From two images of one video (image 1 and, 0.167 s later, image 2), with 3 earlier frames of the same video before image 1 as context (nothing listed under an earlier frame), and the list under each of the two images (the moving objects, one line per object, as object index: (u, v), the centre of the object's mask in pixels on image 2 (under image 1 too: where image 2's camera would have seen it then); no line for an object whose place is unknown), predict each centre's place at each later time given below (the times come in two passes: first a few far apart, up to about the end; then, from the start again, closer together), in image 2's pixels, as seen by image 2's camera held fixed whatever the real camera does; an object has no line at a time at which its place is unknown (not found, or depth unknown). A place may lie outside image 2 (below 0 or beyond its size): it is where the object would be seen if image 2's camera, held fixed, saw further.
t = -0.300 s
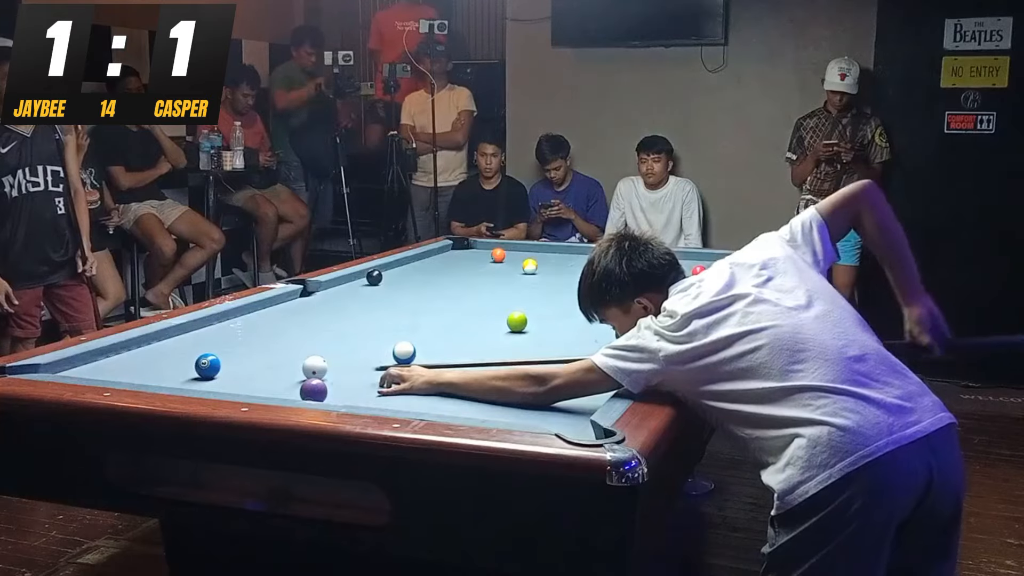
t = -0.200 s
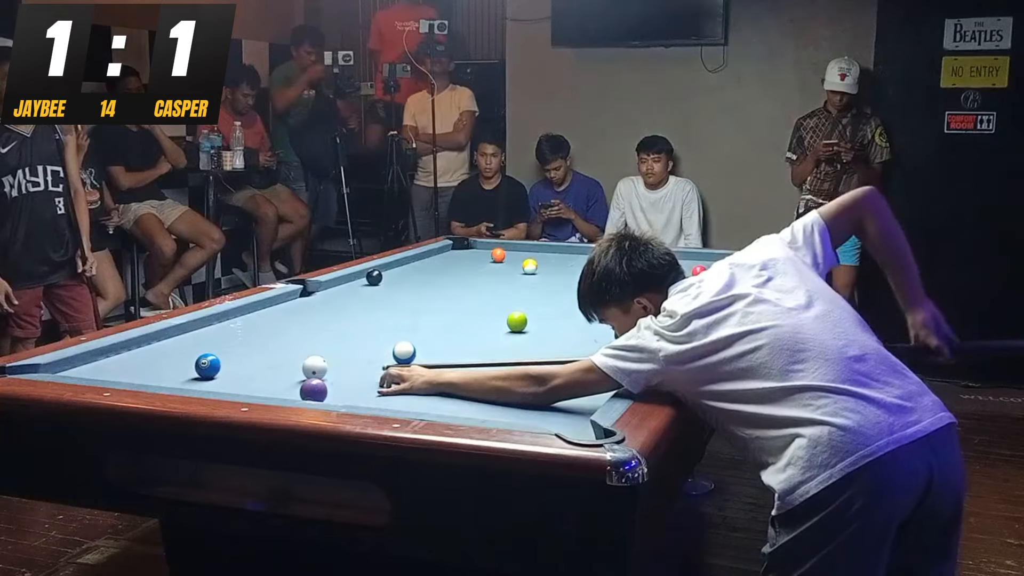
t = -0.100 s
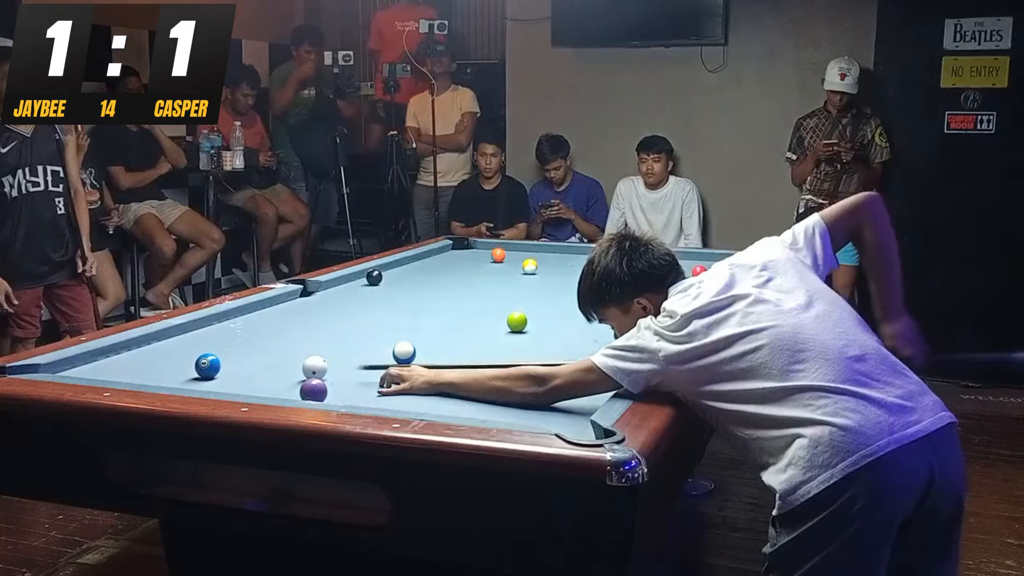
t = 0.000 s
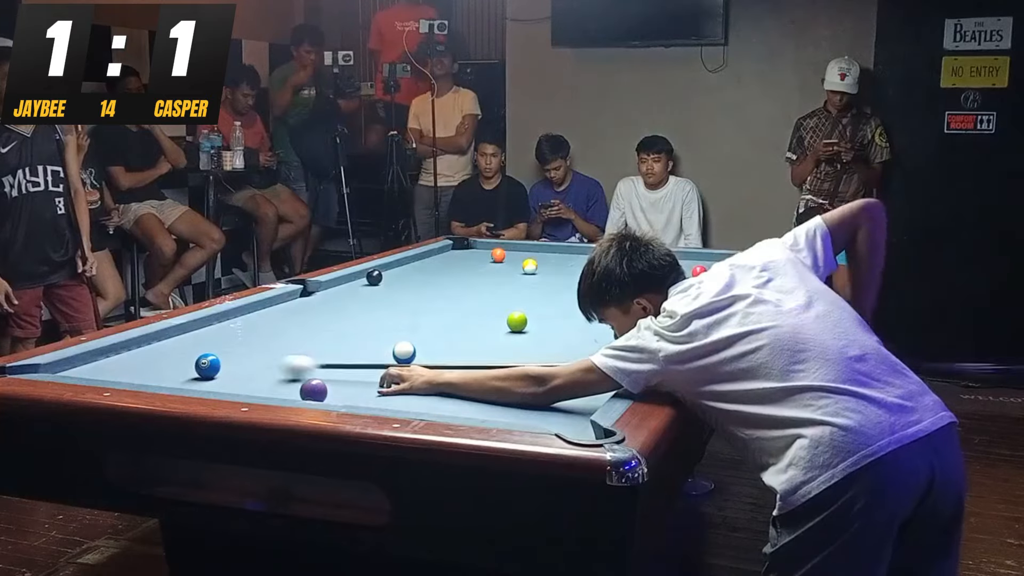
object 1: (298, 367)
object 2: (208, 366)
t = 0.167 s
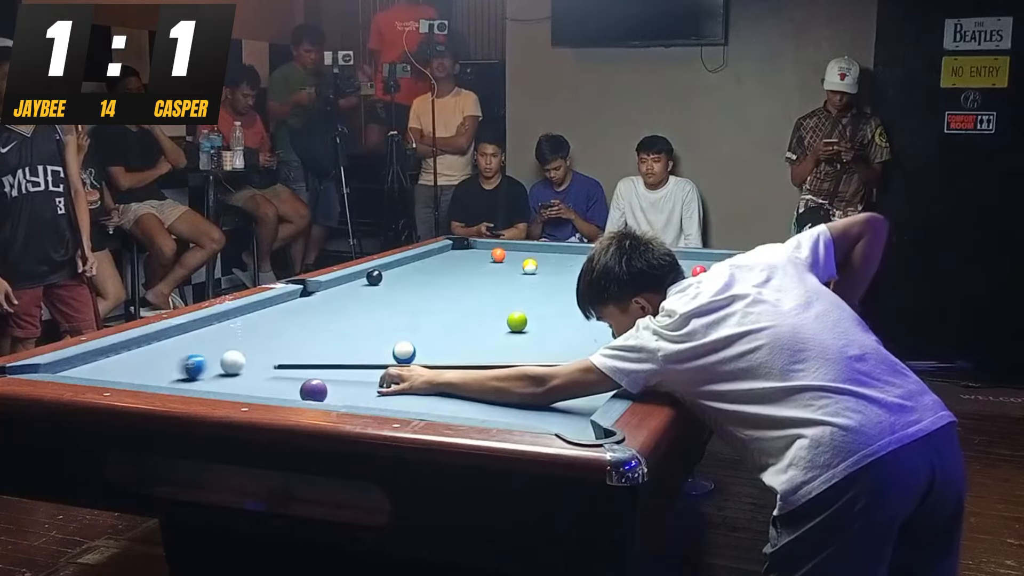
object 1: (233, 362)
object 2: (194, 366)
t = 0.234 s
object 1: (227, 359)
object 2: (173, 367)
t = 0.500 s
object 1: (203, 348)
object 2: (97, 370)
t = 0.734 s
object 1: (184, 340)
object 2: (48, 368)
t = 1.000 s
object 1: (174, 333)
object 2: (35, 367)
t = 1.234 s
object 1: (209, 329)
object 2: (36, 369)
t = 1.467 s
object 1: (241, 326)
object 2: (37, 369)
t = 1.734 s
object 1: (274, 323)
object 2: (38, 369)
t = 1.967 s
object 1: (300, 320)
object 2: (38, 369)
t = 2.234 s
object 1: (327, 318)
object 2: (39, 369)
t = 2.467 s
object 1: (347, 316)
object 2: (39, 369)
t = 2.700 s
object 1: (365, 314)
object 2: (39, 369)
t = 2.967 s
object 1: (383, 313)
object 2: (38, 369)
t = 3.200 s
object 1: (397, 312)
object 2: (38, 369)
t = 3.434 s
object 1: (409, 310)
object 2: (39, 369)
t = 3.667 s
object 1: (419, 309)
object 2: (39, 369)
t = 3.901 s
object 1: (428, 308)
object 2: (38, 369)
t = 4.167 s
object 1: (435, 307)
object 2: (37, 369)
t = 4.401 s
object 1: (440, 307)
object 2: (38, 369)
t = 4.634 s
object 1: (443, 307)
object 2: (38, 369)
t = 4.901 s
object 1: (444, 307)
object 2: (38, 369)
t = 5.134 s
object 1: (444, 307)
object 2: (38, 369)
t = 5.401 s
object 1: (444, 307)
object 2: (38, 369)
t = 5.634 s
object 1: (444, 307)
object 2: (38, 369)
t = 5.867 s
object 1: (444, 307)
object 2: (38, 369)
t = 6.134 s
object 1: (444, 307)
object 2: (38, 369)
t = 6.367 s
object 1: (444, 307)
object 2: (38, 369)
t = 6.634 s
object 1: (444, 307)
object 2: (38, 369)
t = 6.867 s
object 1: (444, 307)
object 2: (38, 369)
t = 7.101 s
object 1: (444, 307)
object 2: (38, 369)
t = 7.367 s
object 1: (444, 307)
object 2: (38, 369)
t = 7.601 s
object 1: (444, 307)
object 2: (38, 369)
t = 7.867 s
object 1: (444, 307)
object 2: (38, 369)
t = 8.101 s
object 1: (444, 307)
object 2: (38, 369)
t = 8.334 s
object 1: (444, 307)
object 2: (38, 369)
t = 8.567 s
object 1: (444, 306)
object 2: (36, 369)
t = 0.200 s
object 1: (230, 361)
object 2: (182, 367)
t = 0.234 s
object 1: (227, 359)
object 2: (173, 367)
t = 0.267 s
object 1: (224, 358)
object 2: (163, 368)
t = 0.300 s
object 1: (221, 356)
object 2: (154, 369)
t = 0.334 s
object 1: (218, 355)
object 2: (145, 370)
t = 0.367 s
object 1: (215, 353)
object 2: (135, 370)
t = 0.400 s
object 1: (211, 352)
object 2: (125, 370)
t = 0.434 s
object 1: (209, 351)
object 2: (116, 370)
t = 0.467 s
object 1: (206, 349)
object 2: (106, 370)
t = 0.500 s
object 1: (203, 348)
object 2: (97, 370)
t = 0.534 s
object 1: (200, 347)
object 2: (88, 370)
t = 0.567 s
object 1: (197, 346)
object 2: (79, 370)
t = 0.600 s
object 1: (195, 345)
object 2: (69, 370)
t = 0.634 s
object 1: (192, 344)
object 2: (60, 369)
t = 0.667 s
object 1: (189, 342)
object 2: (53, 369)
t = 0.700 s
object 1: (187, 341)
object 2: (49, 369)
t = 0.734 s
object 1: (184, 340)
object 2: (48, 368)
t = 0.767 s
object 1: (182, 339)
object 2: (45, 368)
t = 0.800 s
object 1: (179, 338)
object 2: (42, 367)
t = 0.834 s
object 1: (177, 337)
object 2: (39, 367)
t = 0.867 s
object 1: (175, 335)
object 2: (36, 367)
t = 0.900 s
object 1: (172, 335)
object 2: (35, 367)
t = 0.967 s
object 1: (170, 334)
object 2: (35, 367)
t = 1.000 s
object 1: (174, 333)
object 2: (35, 367)
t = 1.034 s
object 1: (179, 332)
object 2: (36, 367)
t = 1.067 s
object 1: (184, 331)
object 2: (36, 367)
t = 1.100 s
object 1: (189, 331)
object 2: (36, 368)
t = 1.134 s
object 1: (194, 331)
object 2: (36, 368)
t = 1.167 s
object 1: (199, 330)
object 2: (37, 368)
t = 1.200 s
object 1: (204, 330)
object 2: (37, 368)
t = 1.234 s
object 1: (209, 329)
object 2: (36, 369)
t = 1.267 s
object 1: (214, 329)
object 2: (37, 369)
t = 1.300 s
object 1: (218, 328)
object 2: (37, 369)
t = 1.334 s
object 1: (223, 328)
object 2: (37, 369)
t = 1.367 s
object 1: (227, 327)
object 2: (37, 369)
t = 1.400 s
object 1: (232, 327)
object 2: (37, 369)
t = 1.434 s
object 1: (237, 326)
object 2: (37, 369)
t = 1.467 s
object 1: (241, 326)
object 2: (37, 369)
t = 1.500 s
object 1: (245, 326)
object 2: (38, 369)
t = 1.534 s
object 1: (249, 325)
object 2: (38, 369)
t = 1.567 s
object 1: (254, 325)
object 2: (38, 369)
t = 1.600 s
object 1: (258, 325)
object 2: (38, 369)
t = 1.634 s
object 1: (262, 324)
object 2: (38, 369)
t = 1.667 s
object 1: (266, 324)
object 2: (38, 369)
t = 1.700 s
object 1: (270, 323)
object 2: (38, 369)
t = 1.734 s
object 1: (274, 323)
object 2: (38, 369)
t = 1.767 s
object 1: (278, 323)
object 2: (38, 369)
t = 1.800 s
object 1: (282, 322)
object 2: (38, 369)
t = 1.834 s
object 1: (286, 322)
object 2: (38, 369)
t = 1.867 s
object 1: (289, 321)
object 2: (38, 369)
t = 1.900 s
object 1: (293, 321)
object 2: (38, 369)
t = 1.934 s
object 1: (296, 320)
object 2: (38, 369)
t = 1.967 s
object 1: (300, 320)
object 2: (38, 369)
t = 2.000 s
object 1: (303, 320)
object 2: (38, 369)
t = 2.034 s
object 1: (307, 320)
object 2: (38, 369)
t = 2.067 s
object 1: (311, 319)
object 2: (38, 369)
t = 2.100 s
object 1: (314, 319)
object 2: (38, 369)
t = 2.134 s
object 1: (317, 319)
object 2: (38, 369)
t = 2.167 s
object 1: (320, 318)
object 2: (38, 369)
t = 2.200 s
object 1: (323, 318)
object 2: (38, 369)
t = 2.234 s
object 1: (327, 318)
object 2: (39, 369)
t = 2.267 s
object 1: (330, 317)
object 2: (38, 369)
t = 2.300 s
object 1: (333, 317)
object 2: (38, 369)
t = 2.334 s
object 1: (336, 317)
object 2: (39, 369)
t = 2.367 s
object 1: (338, 317)
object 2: (39, 369)
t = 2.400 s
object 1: (341, 317)
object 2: (38, 369)
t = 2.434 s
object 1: (344, 316)
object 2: (38, 369)
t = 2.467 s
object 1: (347, 316)
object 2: (39, 369)
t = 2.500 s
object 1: (350, 316)
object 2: (38, 369)
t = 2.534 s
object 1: (352, 316)
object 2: (38, 369)
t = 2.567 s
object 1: (355, 315)
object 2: (38, 369)
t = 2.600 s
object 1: (357, 315)
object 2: (38, 369)
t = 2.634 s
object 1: (360, 315)
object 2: (38, 369)
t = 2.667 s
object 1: (362, 315)
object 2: (38, 369)
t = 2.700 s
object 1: (365, 314)
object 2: (39, 369)
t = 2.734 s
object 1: (367, 314)
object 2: (38, 369)
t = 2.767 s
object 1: (370, 314)
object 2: (38, 369)
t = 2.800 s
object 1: (372, 314)
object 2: (38, 369)
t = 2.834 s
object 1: (374, 314)
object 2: (38, 369)
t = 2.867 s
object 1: (377, 313)
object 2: (38, 369)
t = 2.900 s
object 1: (379, 313)
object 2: (38, 369)
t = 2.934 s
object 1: (381, 313)
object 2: (38, 369)
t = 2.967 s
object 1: (383, 313)
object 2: (38, 369)
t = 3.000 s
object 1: (386, 312)
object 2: (38, 369)
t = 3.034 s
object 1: (388, 312)
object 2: (38, 369)
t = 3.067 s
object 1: (390, 312)
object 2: (38, 369)
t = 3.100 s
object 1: (392, 312)
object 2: (38, 369)
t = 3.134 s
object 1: (394, 312)
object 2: (38, 369)
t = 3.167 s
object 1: (395, 312)
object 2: (38, 369)
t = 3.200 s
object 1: (397, 312)
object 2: (38, 369)
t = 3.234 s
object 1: (399, 311)
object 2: (38, 369)
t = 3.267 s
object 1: (401, 311)
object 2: (38, 369)
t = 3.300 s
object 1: (403, 311)
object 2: (38, 369)
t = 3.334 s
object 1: (405, 311)
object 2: (38, 369)
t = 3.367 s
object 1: (406, 311)
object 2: (39, 369)
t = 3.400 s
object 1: (408, 310)
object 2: (38, 369)
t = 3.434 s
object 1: (409, 310)
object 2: (39, 369)
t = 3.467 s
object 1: (411, 310)
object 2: (39, 369)
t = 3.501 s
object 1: (412, 310)
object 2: (39, 369)
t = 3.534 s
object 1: (414, 310)
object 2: (39, 369)
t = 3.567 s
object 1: (415, 310)
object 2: (39, 369)
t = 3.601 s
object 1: (417, 310)
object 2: (39, 369)
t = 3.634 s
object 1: (418, 310)
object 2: (39, 369)
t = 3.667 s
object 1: (419, 309)
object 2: (39, 369)
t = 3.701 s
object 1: (421, 309)
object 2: (39, 369)
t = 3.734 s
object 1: (422, 309)
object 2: (38, 369)
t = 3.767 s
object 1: (424, 309)
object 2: (38, 369)
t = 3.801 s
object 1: (424, 309)
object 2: (38, 369)
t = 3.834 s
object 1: (426, 309)
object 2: (38, 369)
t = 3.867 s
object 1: (427, 309)
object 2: (38, 369)
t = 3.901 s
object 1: (428, 308)
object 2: (38, 369)
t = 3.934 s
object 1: (429, 308)
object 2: (38, 369)
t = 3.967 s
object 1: (430, 308)
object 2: (38, 369)
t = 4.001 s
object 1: (431, 308)
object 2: (38, 369)
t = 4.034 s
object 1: (432, 308)
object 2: (38, 369)
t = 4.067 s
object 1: (433, 308)
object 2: (38, 369)
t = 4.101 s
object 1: (433, 308)
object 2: (38, 369)
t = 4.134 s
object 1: (434, 308)
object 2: (38, 369)
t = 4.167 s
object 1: (435, 307)
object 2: (37, 369)
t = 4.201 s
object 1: (436, 307)
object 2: (37, 369)
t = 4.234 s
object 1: (437, 307)
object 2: (38, 369)
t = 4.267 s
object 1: (438, 307)
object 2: (38, 369)
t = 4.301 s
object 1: (438, 307)
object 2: (38, 369)
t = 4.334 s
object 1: (439, 307)
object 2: (38, 369)
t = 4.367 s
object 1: (439, 307)
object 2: (38, 369)
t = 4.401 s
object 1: (440, 307)
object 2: (38, 369)
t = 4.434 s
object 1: (441, 307)
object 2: (38, 369)
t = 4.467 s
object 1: (441, 307)
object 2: (38, 369)
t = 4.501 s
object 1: (441, 307)
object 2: (38, 369)
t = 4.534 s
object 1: (442, 307)
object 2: (38, 369)
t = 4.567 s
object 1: (442, 307)
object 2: (38, 369)
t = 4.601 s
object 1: (443, 307)
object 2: (38, 369)
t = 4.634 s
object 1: (443, 307)
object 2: (38, 369)
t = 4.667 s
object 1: (444, 307)
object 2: (38, 369)
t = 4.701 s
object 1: (444, 307)
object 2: (38, 369)
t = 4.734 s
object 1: (444, 307)
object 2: (38, 369)
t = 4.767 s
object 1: (444, 307)
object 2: (38, 369)
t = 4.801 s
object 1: (444, 307)
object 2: (38, 369)
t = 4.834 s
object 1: (444, 307)
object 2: (38, 369)
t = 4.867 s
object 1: (444, 307)
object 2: (38, 369)
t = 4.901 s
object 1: (444, 307)
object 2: (38, 369)
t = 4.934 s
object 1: (444, 307)
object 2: (38, 369)
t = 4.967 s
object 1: (444, 307)
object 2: (38, 369)
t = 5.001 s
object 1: (444, 307)
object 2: (38, 369)
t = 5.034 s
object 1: (444, 307)
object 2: (38, 369)
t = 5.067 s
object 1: (444, 307)
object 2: (38, 369)
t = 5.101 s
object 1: (444, 307)
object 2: (38, 369)
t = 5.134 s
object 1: (444, 307)
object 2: (38, 369)
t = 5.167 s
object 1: (444, 307)
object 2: (38, 369)
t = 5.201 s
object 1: (444, 307)
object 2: (38, 369)
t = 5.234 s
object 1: (444, 307)
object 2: (38, 369)
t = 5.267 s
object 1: (444, 307)
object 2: (38, 369)
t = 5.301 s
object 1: (444, 307)
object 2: (38, 369)
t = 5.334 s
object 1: (444, 307)
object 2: (38, 369)
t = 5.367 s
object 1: (444, 307)
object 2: (38, 369)
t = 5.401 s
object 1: (444, 307)
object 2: (38, 369)
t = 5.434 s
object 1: (444, 307)
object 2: (38, 369)
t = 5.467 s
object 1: (444, 307)
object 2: (38, 369)
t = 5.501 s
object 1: (444, 307)
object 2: (38, 369)
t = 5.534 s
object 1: (444, 307)
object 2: (38, 369)
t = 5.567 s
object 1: (444, 307)
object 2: (38, 369)
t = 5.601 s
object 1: (444, 307)
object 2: (38, 369)
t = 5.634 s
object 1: (444, 307)
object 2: (38, 369)
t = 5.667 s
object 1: (444, 307)
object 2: (38, 369)
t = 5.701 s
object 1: (444, 307)
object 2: (38, 369)
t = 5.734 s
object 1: (444, 307)
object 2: (38, 369)
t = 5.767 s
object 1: (444, 307)
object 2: (38, 369)
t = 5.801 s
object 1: (444, 307)
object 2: (38, 369)
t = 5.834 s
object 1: (444, 307)
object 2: (38, 369)
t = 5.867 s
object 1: (444, 307)
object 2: (38, 369)
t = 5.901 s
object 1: (444, 307)
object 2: (38, 369)
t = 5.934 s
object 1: (444, 307)
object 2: (38, 369)
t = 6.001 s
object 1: (444, 307)
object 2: (38, 369)
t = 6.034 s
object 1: (444, 307)
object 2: (38, 369)
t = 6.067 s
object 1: (444, 307)
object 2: (38, 369)
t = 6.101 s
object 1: (444, 307)
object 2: (38, 369)
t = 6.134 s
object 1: (444, 307)
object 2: (38, 369)
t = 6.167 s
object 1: (445, 307)
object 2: (38, 369)
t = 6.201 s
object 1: (444, 307)
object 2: (38, 369)
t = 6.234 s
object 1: (444, 307)
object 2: (38, 369)
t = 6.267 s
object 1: (444, 307)
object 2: (38, 369)
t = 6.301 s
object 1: (445, 307)
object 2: (38, 369)
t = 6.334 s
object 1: (444, 307)
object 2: (38, 369)
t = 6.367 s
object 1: (444, 307)
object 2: (38, 369)
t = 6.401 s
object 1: (444, 307)
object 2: (38, 369)
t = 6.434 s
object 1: (445, 307)
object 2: (38, 369)
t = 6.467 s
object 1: (444, 307)
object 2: (38, 369)
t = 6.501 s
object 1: (444, 307)
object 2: (38, 369)
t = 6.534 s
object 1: (444, 307)
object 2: (38, 369)
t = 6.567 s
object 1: (444, 307)
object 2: (38, 369)
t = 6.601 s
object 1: (444, 307)
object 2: (38, 369)
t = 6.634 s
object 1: (444, 307)
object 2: (38, 369)
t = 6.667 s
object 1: (444, 307)
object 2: (38, 369)
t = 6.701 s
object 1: (444, 307)
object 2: (38, 369)
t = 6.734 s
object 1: (445, 307)
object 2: (38, 369)
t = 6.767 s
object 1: (444, 307)
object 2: (38, 369)
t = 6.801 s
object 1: (444, 307)
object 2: (38, 369)
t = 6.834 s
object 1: (444, 307)
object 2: (38, 369)
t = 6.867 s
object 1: (444, 307)
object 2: (38, 369)
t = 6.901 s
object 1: (444, 307)
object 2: (38, 369)
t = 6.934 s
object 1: (444, 307)
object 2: (38, 369)
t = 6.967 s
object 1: (444, 307)
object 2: (38, 369)
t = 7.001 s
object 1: (444, 307)
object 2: (38, 369)
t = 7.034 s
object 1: (444, 307)
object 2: (38, 369)
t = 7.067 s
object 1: (444, 307)
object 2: (38, 369)
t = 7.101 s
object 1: (444, 307)
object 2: (38, 369)
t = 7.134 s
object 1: (444, 307)
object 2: (38, 369)
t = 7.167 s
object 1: (444, 307)
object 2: (38, 369)
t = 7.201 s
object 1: (444, 307)
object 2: (38, 369)
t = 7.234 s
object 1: (444, 307)
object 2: (38, 369)
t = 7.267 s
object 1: (444, 307)
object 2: (38, 369)
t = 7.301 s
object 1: (444, 307)
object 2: (38, 369)
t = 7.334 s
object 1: (444, 307)
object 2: (38, 369)
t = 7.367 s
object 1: (444, 307)
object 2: (38, 369)
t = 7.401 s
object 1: (444, 307)
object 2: (38, 369)
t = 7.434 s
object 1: (444, 307)
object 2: (38, 369)
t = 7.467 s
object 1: (444, 307)
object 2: (38, 369)
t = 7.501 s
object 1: (444, 307)
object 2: (38, 369)
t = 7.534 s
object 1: (444, 307)
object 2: (38, 369)
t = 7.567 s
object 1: (444, 307)
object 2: (38, 369)
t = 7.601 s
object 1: (444, 307)
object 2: (38, 369)
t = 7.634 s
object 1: (444, 307)
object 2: (38, 369)
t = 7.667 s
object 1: (444, 307)
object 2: (38, 369)
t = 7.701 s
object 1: (444, 307)
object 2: (38, 369)
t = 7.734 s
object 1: (444, 307)
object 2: (38, 369)
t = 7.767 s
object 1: (444, 307)
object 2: (38, 369)
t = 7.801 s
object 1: (444, 307)
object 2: (38, 369)
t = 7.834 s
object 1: (444, 307)
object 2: (38, 369)
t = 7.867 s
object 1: (444, 307)
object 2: (38, 369)
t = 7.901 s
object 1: (444, 307)
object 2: (38, 369)
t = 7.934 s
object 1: (444, 307)
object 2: (38, 369)
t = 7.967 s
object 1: (444, 307)
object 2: (38, 369)
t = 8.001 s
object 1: (444, 307)
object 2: (38, 369)
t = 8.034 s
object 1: (444, 307)
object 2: (38, 369)
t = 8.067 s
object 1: (444, 307)
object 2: (38, 369)
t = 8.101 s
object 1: (444, 307)
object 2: (38, 369)
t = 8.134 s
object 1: (444, 307)
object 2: (38, 369)
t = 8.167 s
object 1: (444, 307)
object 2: (38, 369)
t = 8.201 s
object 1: (444, 307)
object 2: (38, 369)
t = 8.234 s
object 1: (444, 307)
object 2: (38, 369)
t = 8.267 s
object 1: (444, 307)
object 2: (38, 369)
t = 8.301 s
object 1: (444, 307)
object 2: (38, 369)
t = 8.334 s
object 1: (444, 307)
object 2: (38, 369)
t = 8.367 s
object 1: (444, 307)
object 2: (38, 369)
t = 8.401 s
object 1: (444, 307)
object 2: (38, 369)
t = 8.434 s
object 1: (444, 307)
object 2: (38, 369)
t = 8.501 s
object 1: (444, 307)
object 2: (37, 369)
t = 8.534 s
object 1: (444, 306)
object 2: (36, 369)
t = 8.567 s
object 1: (444, 306)
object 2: (36, 369)
